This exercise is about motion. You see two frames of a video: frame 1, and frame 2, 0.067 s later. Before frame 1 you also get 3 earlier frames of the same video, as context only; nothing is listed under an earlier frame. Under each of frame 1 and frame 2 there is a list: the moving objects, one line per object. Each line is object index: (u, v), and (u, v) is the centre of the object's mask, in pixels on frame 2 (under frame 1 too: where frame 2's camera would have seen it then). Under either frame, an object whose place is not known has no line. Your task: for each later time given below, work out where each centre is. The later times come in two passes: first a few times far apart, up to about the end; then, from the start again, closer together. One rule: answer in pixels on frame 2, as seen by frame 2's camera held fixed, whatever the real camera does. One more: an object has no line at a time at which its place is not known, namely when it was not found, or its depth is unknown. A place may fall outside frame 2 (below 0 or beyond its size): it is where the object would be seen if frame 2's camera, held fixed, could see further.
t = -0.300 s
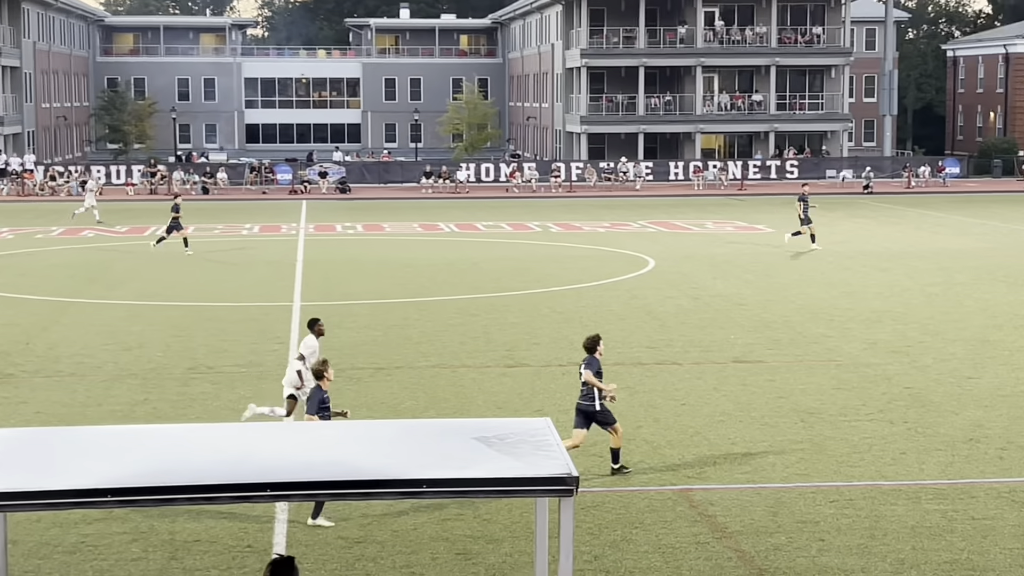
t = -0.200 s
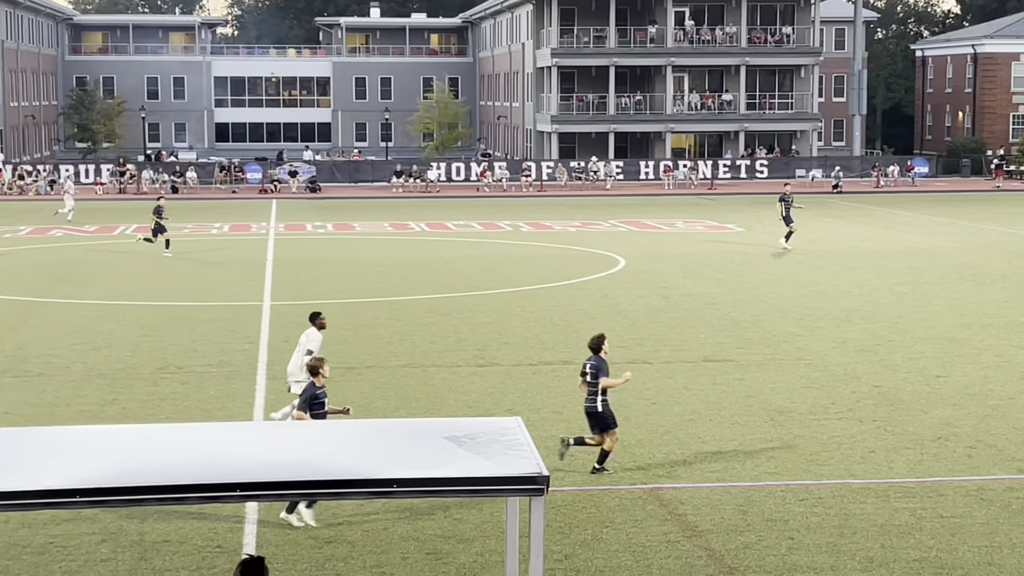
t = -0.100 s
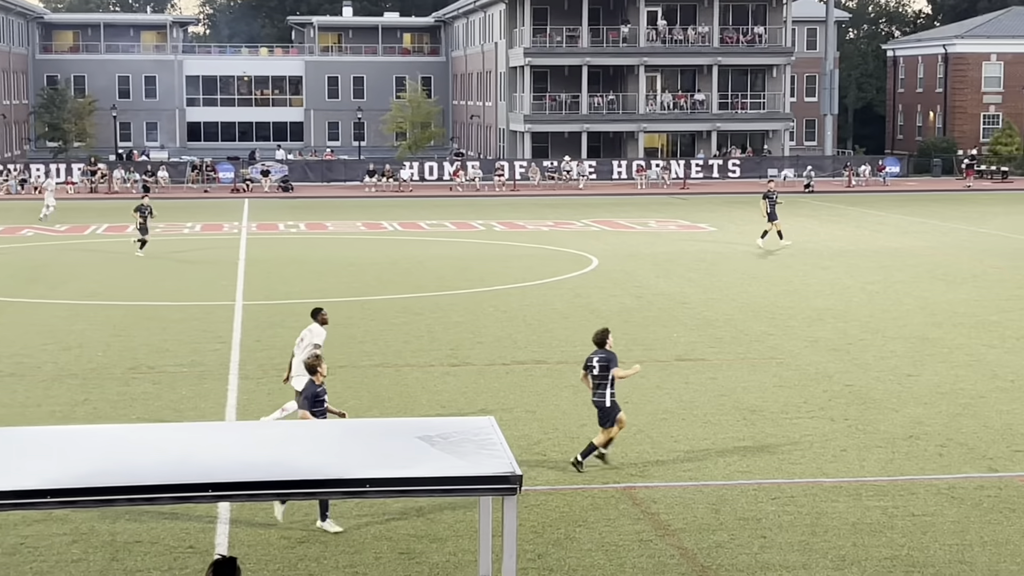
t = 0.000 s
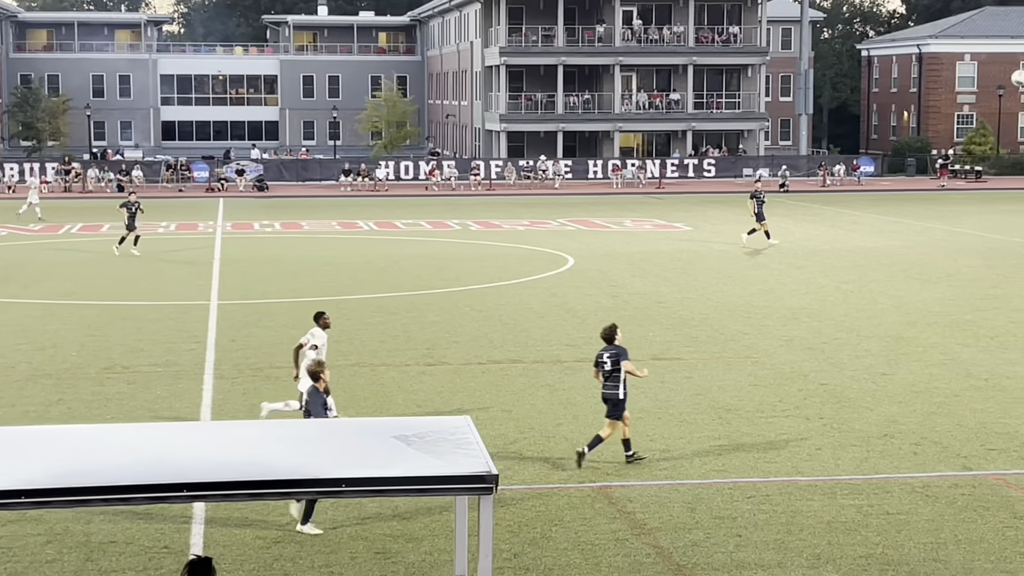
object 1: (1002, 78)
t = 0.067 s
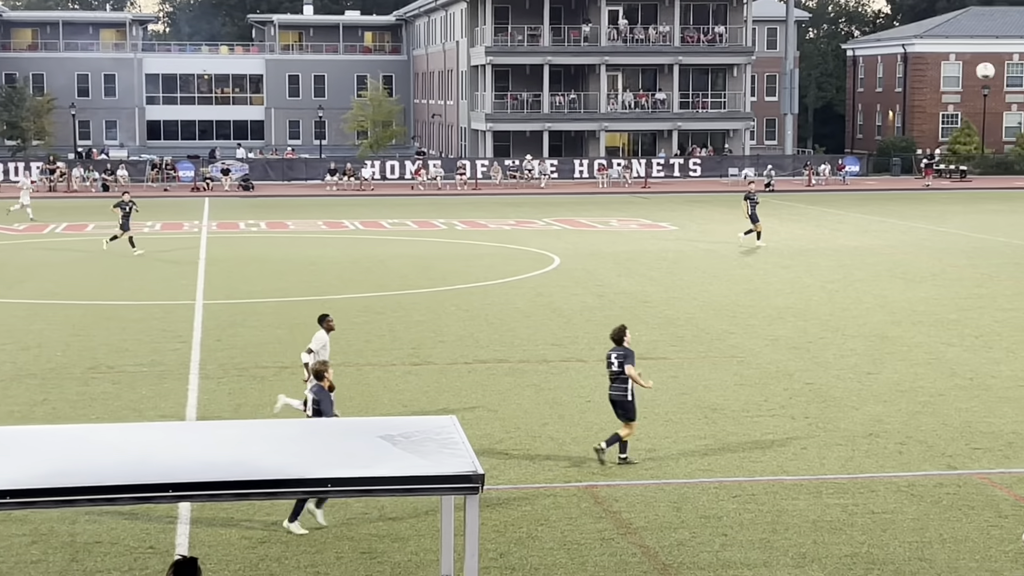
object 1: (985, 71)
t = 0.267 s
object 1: (922, 70)
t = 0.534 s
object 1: (831, 119)
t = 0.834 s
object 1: (727, 250)
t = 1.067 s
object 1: (647, 411)
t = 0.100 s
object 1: (975, 68)
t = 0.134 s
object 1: (965, 66)
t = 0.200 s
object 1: (943, 66)
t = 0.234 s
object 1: (933, 68)
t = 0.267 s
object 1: (922, 70)
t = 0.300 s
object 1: (911, 73)
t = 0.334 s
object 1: (899, 77)
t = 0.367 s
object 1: (889, 81)
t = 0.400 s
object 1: (877, 87)
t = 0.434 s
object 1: (865, 94)
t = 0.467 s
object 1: (854, 101)
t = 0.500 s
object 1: (842, 110)
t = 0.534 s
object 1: (831, 119)
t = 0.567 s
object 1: (819, 130)
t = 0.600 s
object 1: (808, 141)
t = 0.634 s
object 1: (796, 153)
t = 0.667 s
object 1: (785, 167)
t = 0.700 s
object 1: (773, 181)
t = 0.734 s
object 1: (761, 196)
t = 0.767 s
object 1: (750, 213)
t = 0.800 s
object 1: (739, 231)
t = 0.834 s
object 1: (727, 250)
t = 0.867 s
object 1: (716, 269)
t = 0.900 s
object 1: (705, 291)
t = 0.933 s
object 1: (693, 312)
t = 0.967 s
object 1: (682, 336)
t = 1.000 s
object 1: (671, 359)
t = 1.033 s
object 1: (659, 385)
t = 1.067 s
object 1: (647, 411)
